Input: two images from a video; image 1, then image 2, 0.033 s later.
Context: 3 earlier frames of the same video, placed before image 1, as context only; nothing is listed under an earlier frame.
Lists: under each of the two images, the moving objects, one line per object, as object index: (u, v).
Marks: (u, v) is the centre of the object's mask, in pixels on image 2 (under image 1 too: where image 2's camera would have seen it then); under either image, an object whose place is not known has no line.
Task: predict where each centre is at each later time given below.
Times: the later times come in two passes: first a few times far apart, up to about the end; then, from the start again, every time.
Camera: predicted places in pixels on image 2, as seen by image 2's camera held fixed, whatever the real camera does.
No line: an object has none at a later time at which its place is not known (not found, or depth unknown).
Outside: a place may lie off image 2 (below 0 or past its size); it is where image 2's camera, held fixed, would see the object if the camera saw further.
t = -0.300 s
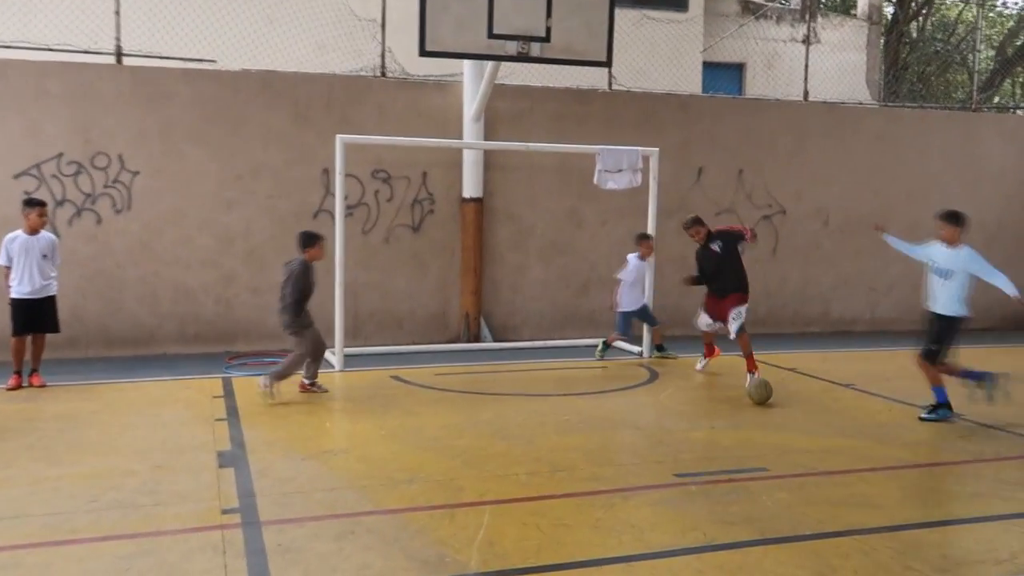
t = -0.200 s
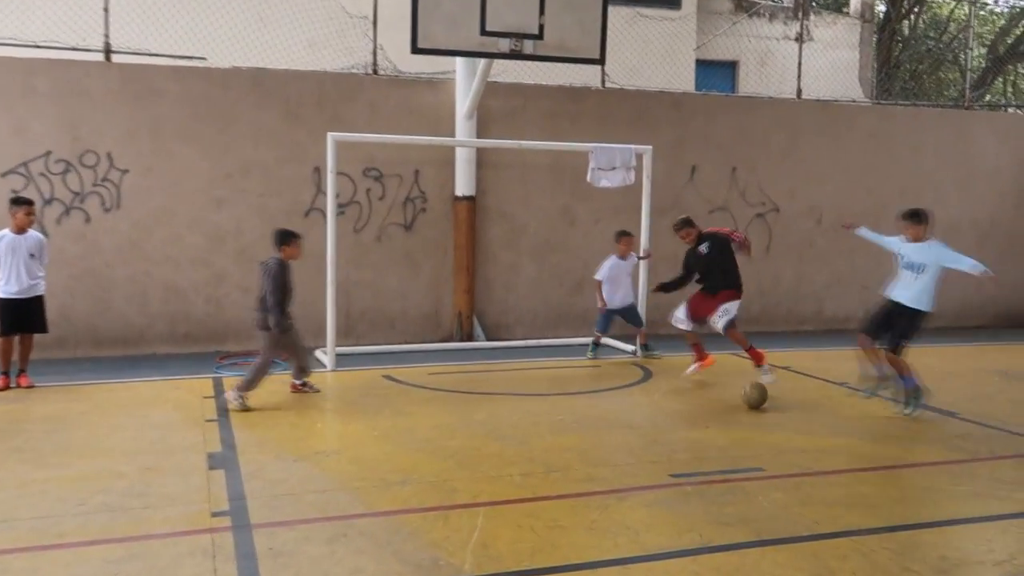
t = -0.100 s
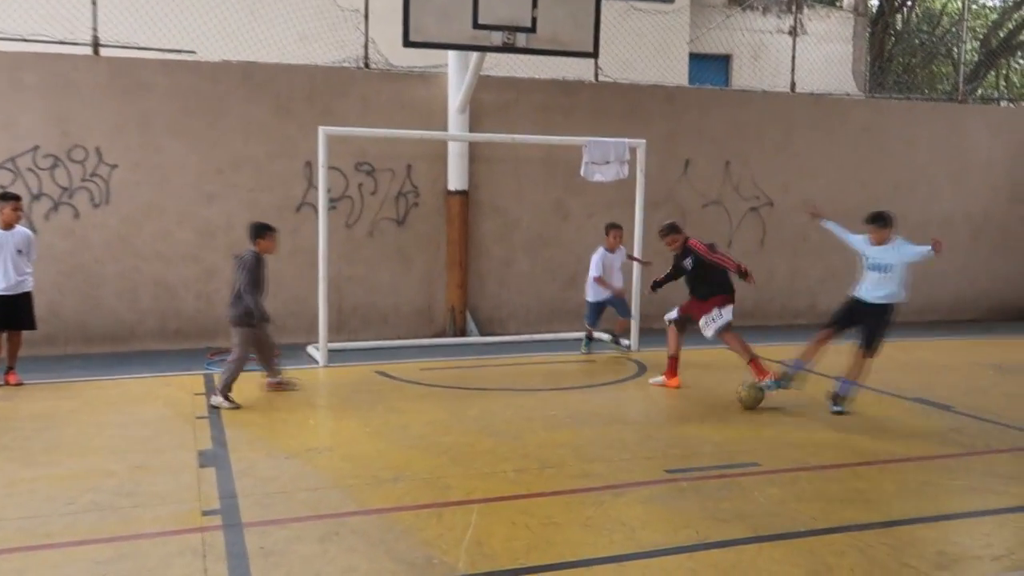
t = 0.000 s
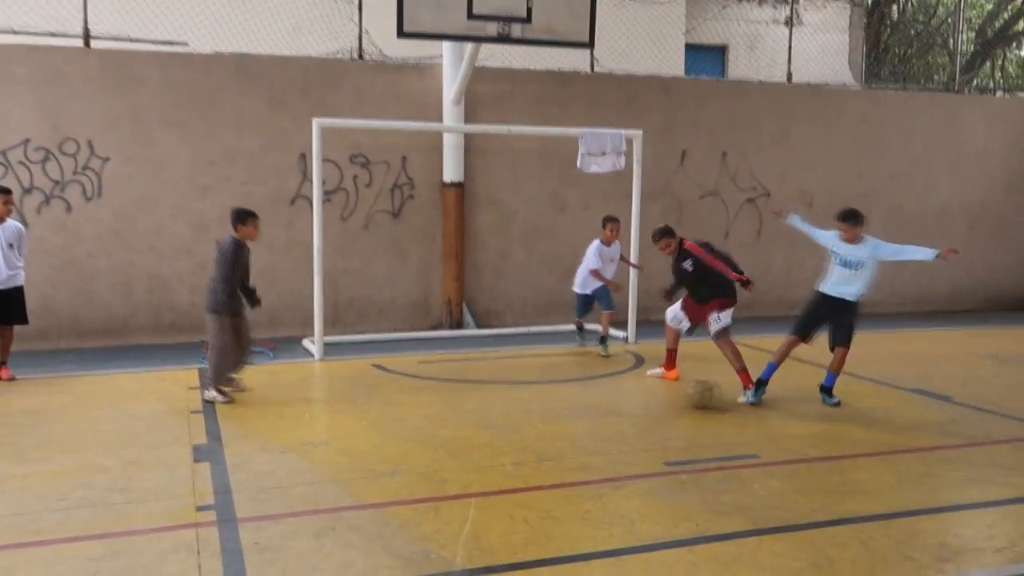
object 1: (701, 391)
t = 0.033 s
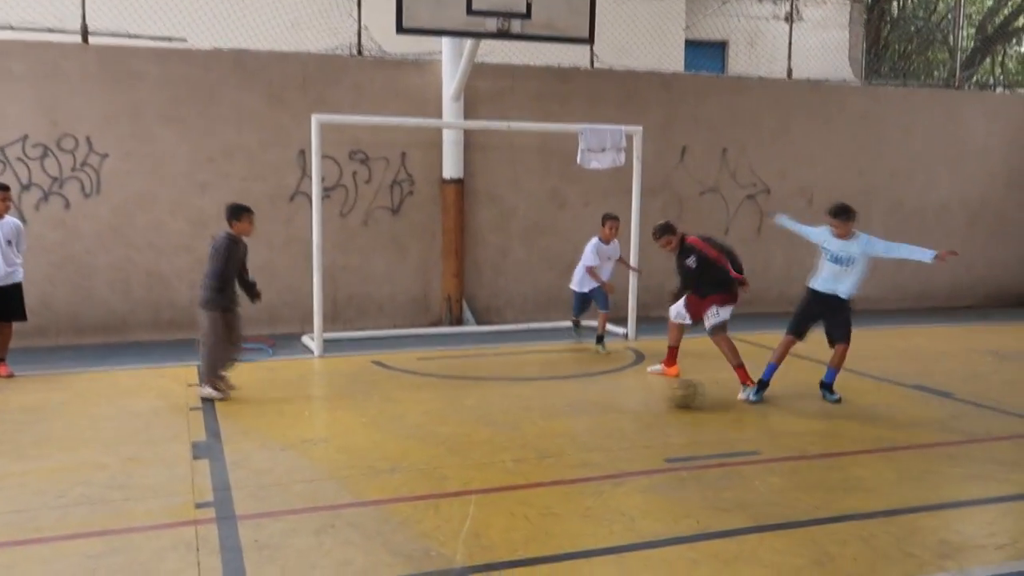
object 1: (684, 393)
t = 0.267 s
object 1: (582, 411)
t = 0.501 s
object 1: (493, 432)
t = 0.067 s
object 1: (667, 395)
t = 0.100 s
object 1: (651, 398)
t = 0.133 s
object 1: (636, 401)
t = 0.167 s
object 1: (622, 403)
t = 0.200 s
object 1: (608, 406)
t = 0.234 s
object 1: (595, 408)
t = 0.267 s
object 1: (582, 411)
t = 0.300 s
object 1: (568, 413)
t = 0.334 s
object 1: (557, 417)
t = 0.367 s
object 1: (544, 419)
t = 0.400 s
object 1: (531, 422)
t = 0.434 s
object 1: (519, 425)
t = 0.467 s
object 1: (505, 428)
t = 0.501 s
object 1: (493, 432)
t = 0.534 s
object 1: (479, 434)
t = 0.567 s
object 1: (465, 438)
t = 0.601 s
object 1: (451, 441)
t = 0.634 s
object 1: (437, 445)
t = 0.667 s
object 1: (422, 449)
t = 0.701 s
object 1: (407, 453)
